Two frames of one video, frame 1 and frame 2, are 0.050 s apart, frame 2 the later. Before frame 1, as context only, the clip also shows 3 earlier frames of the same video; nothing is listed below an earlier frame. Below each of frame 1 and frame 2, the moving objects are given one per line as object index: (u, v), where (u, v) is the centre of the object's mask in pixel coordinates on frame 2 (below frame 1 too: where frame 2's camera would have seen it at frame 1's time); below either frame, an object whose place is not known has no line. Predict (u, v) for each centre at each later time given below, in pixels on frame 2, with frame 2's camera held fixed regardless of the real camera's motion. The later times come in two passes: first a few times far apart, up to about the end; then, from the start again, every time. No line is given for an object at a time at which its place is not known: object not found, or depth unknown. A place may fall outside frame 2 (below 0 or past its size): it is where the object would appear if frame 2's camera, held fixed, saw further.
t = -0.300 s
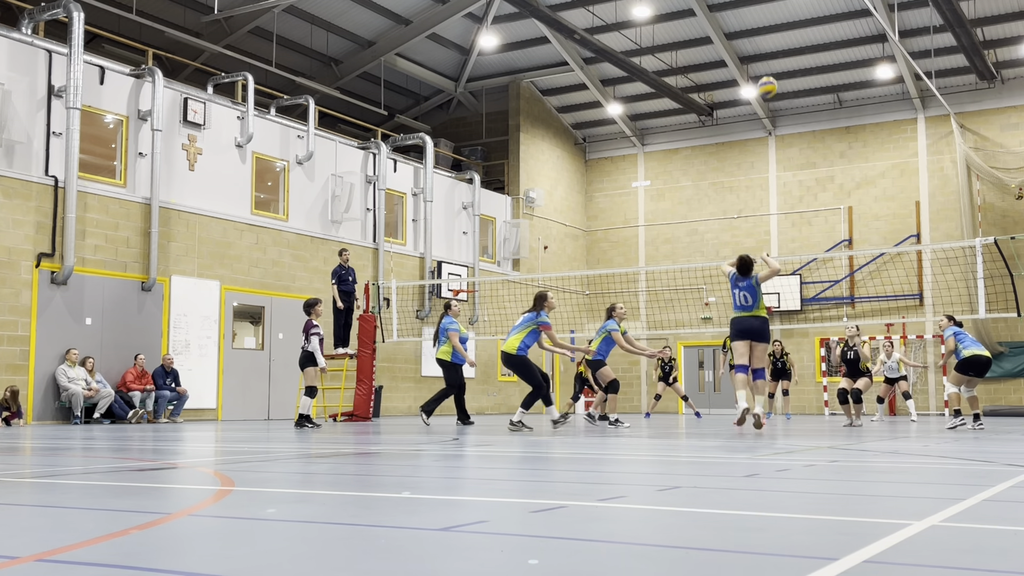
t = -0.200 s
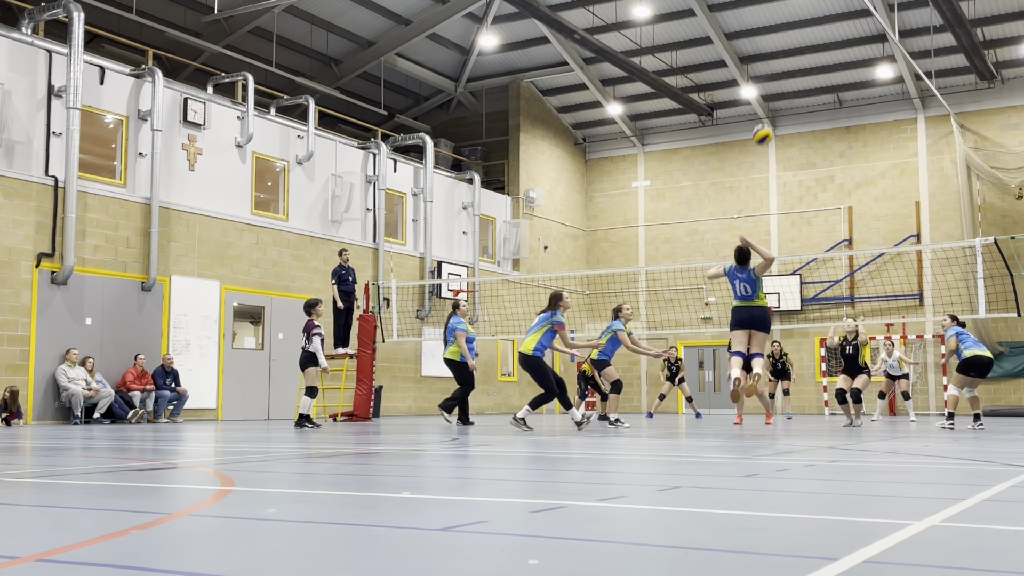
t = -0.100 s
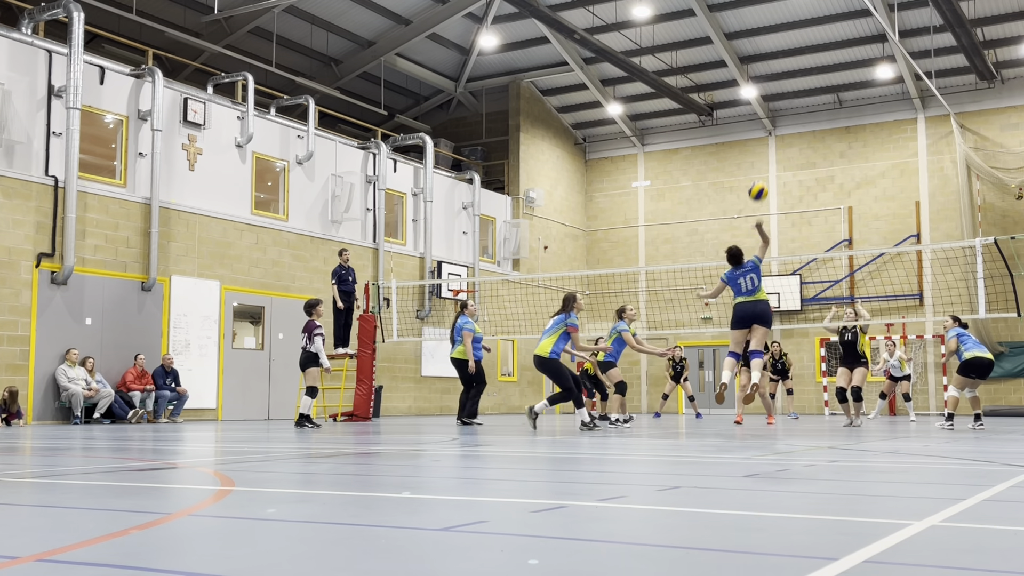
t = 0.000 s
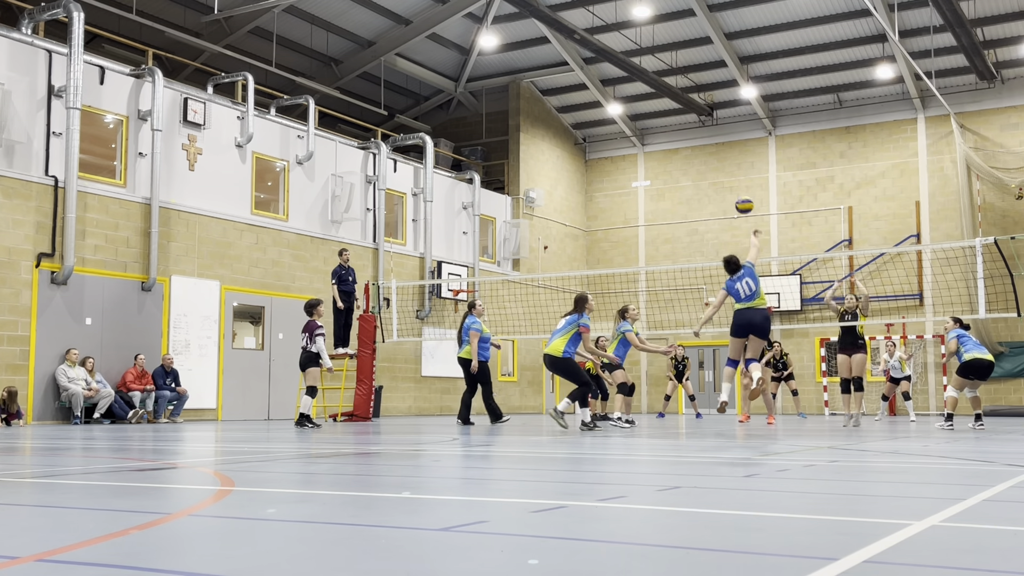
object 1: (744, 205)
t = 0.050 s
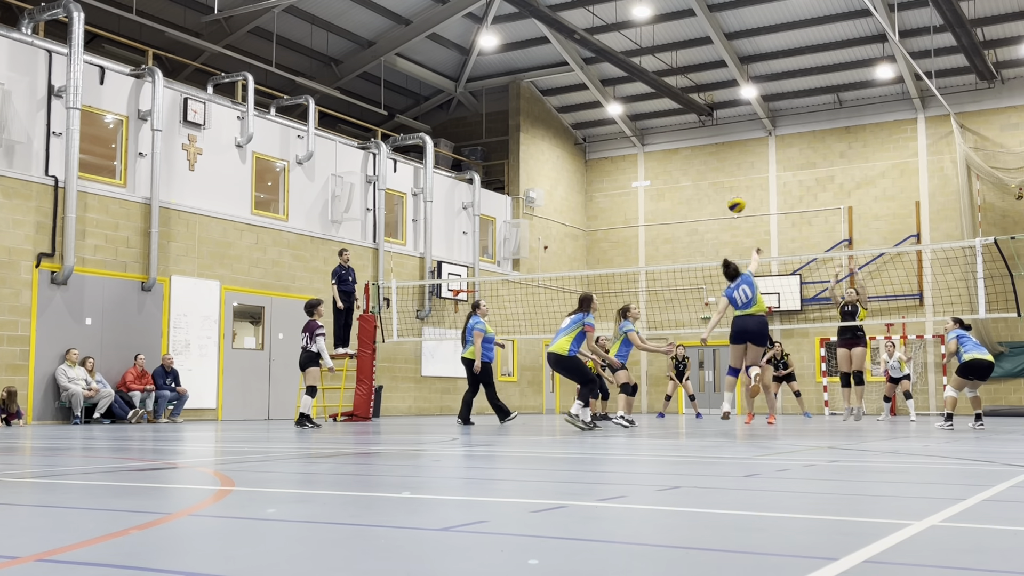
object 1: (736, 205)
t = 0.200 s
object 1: (717, 216)
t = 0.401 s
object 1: (700, 250)
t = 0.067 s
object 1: (734, 205)
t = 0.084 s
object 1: (731, 206)
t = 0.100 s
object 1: (729, 206)
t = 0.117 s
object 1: (727, 207)
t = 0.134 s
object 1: (725, 208)
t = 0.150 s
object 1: (723, 210)
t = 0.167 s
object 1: (721, 212)
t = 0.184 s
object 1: (719, 214)
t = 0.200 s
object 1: (717, 216)
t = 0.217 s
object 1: (715, 218)
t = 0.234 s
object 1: (714, 220)
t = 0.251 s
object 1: (712, 222)
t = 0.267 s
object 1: (711, 225)
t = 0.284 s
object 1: (709, 228)
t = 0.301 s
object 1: (707, 230)
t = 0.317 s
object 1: (706, 234)
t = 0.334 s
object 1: (704, 237)
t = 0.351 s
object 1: (703, 240)
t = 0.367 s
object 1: (702, 243)
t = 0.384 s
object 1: (701, 247)
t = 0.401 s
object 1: (700, 250)
